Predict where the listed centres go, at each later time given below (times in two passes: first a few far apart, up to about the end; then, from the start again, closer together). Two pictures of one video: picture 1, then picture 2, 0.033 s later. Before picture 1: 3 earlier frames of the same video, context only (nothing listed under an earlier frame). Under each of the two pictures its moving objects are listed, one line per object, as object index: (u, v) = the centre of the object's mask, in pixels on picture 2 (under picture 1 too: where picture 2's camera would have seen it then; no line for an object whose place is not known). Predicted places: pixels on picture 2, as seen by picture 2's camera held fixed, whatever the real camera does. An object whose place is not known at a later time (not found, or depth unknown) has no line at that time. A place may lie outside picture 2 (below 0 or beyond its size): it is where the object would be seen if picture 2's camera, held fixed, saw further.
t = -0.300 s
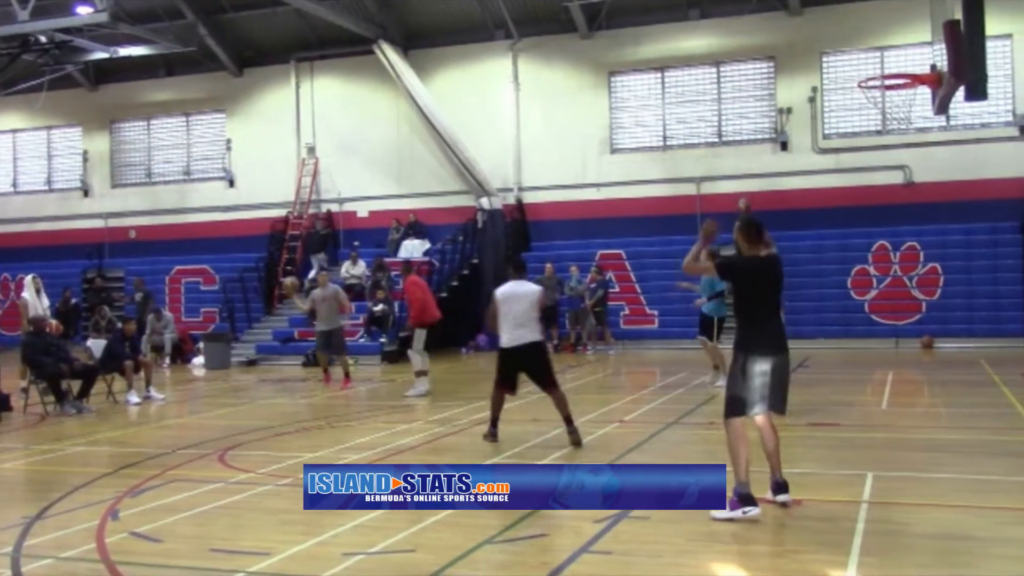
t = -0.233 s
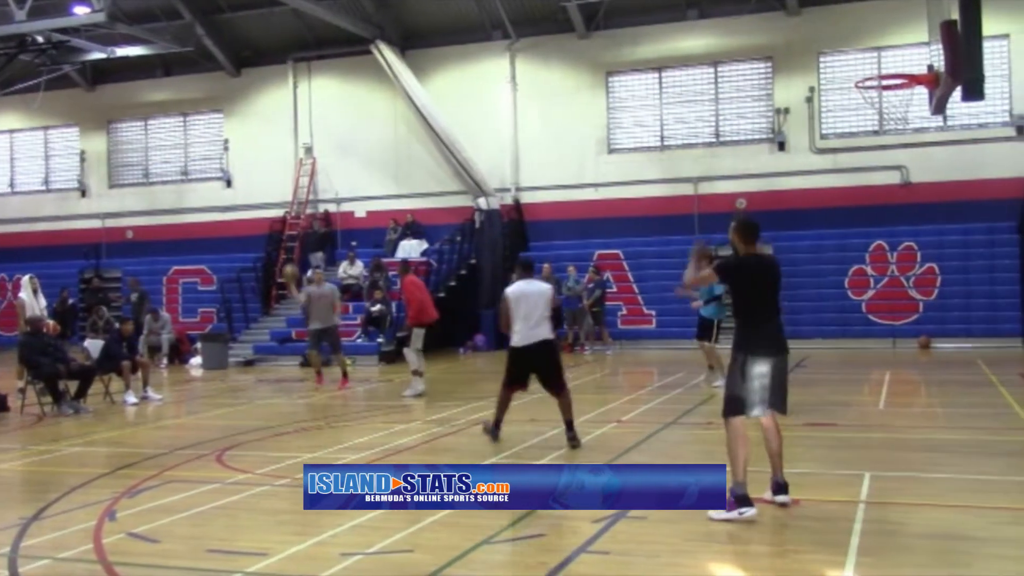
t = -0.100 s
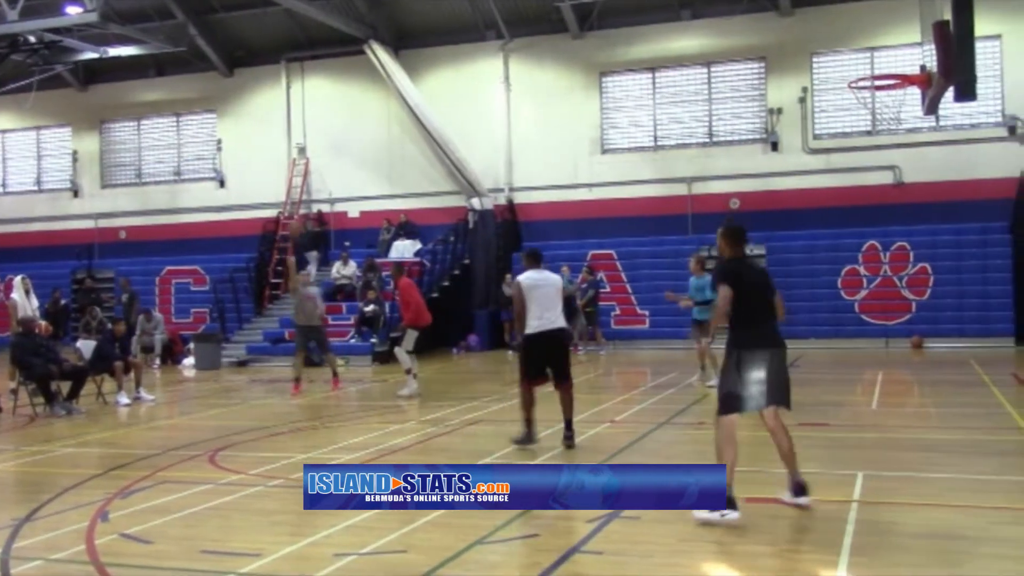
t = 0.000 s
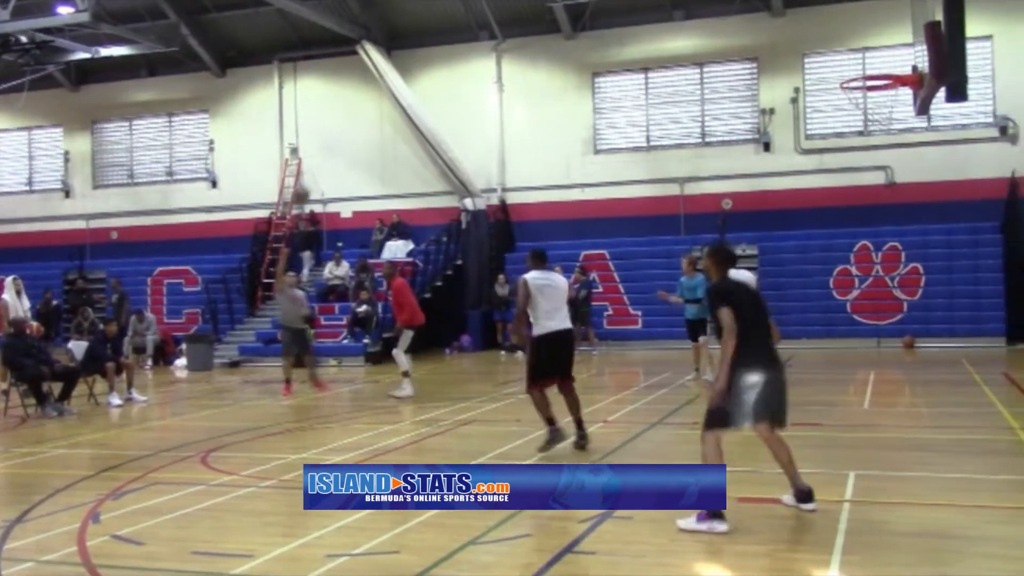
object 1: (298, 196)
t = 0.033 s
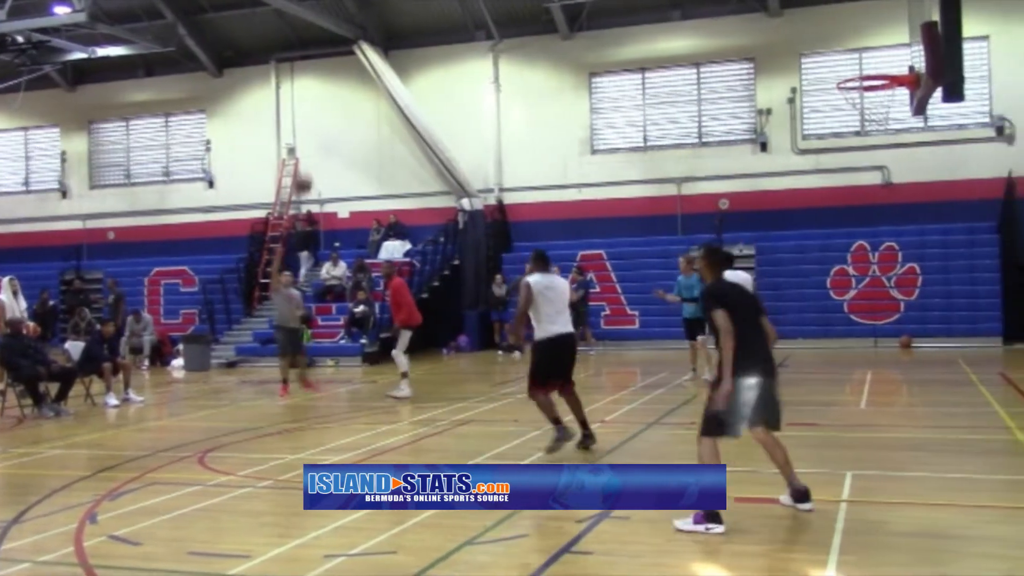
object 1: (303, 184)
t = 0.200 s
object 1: (329, 138)
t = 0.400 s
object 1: (371, 109)
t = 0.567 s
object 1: (416, 110)
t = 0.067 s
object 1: (308, 173)
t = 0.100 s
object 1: (313, 164)
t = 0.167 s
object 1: (324, 146)
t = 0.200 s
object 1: (329, 138)
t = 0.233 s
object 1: (335, 131)
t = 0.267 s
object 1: (342, 125)
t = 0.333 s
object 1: (356, 115)
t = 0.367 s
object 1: (363, 111)
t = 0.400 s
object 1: (371, 109)
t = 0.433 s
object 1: (378, 107)
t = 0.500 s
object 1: (395, 106)
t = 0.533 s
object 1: (404, 107)
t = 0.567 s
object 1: (416, 110)
